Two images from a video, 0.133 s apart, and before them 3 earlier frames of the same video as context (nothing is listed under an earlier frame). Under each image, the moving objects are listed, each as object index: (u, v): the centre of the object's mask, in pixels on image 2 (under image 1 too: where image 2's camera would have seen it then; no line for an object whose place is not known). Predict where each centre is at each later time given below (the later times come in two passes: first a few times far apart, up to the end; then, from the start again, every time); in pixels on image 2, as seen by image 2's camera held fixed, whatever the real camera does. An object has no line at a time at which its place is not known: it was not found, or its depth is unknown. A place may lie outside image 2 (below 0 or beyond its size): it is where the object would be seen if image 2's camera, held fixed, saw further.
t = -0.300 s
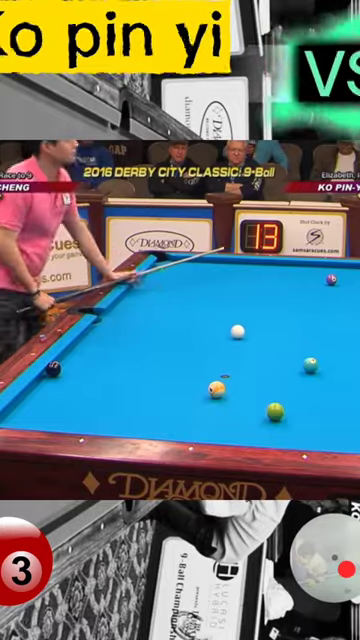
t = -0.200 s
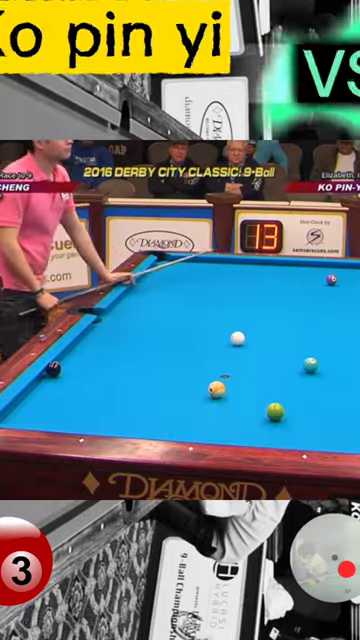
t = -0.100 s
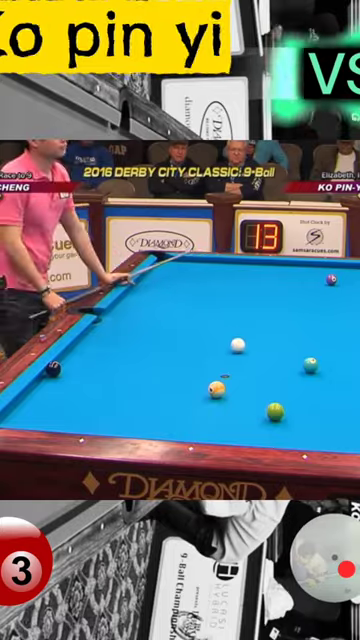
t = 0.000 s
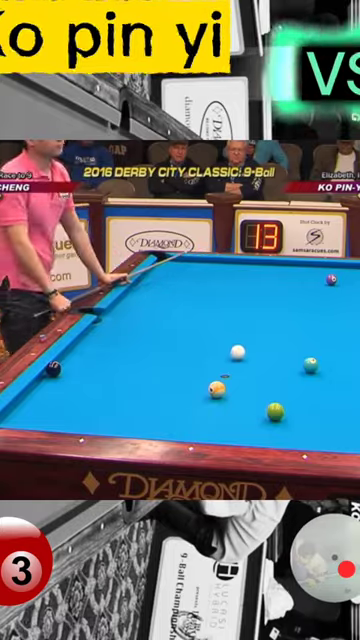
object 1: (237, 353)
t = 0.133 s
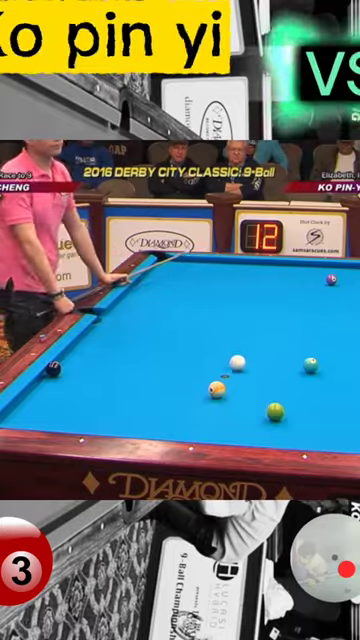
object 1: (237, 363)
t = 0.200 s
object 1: (237, 368)
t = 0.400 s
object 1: (237, 385)
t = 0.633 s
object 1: (237, 407)
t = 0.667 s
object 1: (237, 410)
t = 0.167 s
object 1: (237, 365)
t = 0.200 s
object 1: (237, 368)
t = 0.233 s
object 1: (237, 371)
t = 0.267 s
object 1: (237, 373)
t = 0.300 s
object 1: (237, 376)
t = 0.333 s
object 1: (237, 379)
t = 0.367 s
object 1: (237, 382)
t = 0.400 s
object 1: (237, 385)
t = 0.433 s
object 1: (237, 388)
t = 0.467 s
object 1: (237, 391)
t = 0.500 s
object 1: (237, 394)
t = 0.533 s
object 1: (237, 397)
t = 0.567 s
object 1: (237, 401)
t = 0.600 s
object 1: (237, 404)
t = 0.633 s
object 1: (237, 407)
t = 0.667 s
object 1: (237, 410)
